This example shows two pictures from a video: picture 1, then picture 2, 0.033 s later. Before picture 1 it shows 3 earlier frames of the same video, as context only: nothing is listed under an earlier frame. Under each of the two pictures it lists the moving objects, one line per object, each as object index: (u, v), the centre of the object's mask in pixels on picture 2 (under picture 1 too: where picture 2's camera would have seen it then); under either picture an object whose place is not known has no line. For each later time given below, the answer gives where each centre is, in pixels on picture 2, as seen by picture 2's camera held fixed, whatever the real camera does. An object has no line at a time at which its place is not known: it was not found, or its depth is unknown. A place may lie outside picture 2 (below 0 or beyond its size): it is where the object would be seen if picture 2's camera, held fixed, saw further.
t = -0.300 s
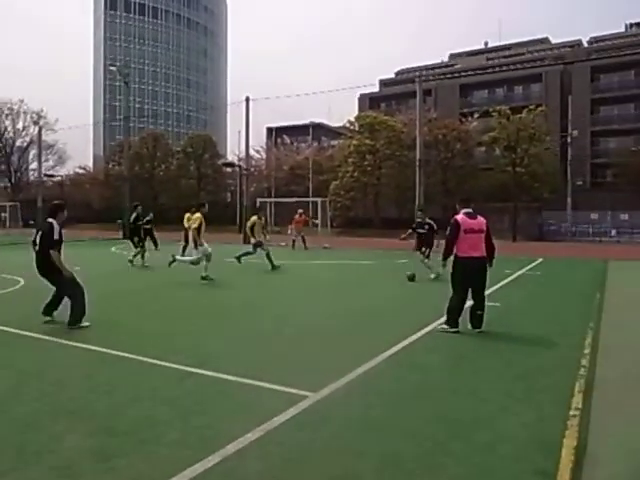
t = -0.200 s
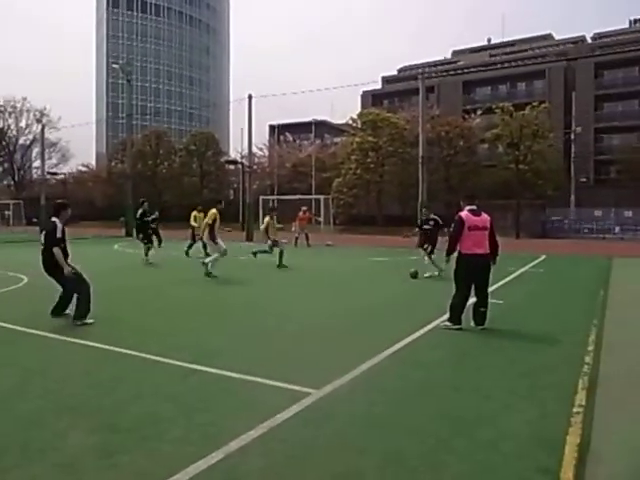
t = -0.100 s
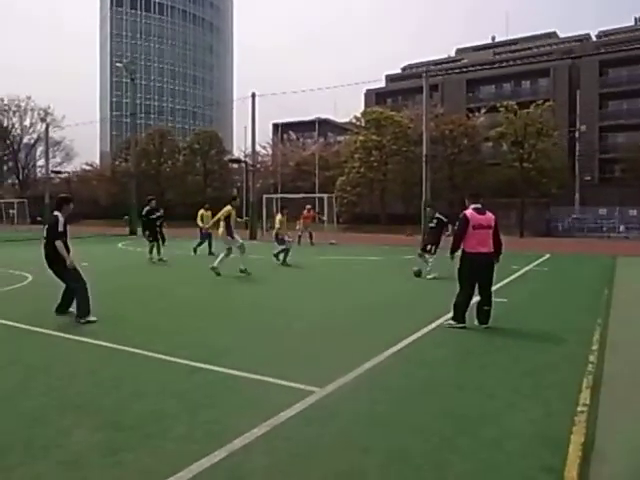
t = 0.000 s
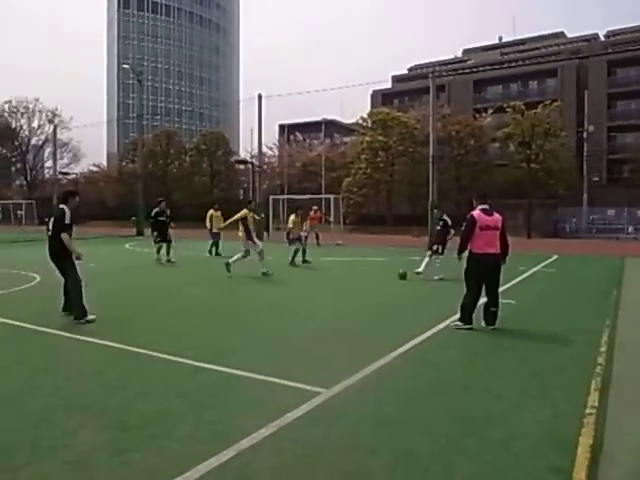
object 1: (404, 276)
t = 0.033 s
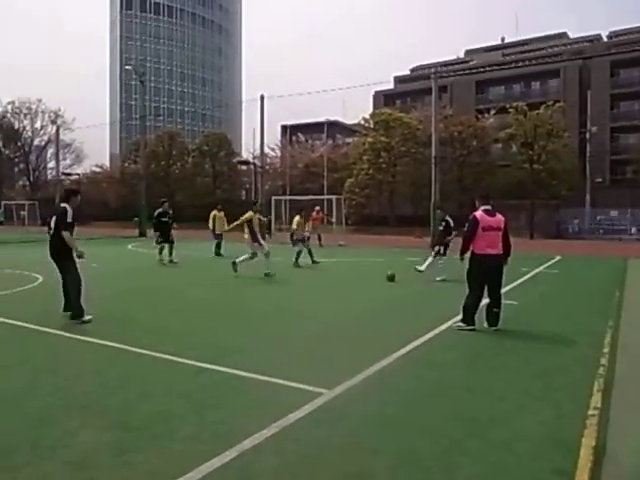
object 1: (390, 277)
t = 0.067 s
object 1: (377, 277)
